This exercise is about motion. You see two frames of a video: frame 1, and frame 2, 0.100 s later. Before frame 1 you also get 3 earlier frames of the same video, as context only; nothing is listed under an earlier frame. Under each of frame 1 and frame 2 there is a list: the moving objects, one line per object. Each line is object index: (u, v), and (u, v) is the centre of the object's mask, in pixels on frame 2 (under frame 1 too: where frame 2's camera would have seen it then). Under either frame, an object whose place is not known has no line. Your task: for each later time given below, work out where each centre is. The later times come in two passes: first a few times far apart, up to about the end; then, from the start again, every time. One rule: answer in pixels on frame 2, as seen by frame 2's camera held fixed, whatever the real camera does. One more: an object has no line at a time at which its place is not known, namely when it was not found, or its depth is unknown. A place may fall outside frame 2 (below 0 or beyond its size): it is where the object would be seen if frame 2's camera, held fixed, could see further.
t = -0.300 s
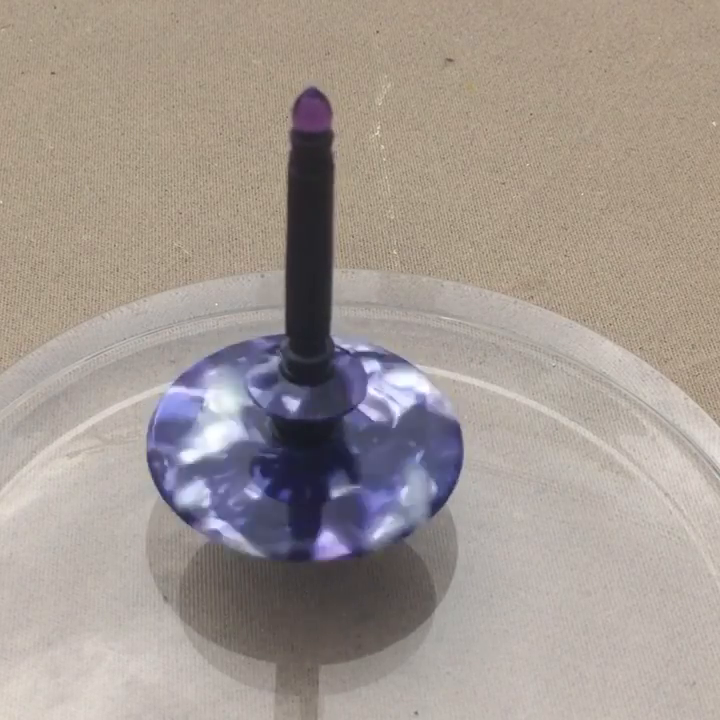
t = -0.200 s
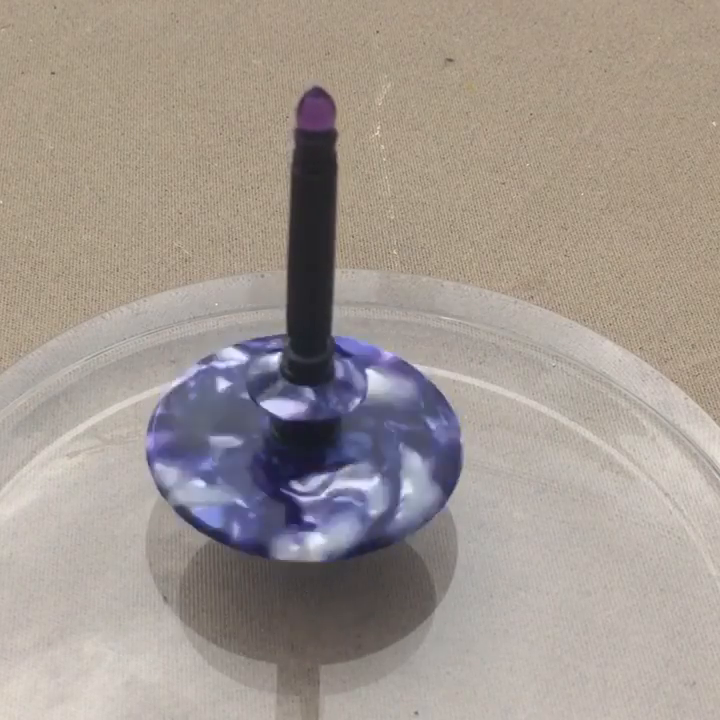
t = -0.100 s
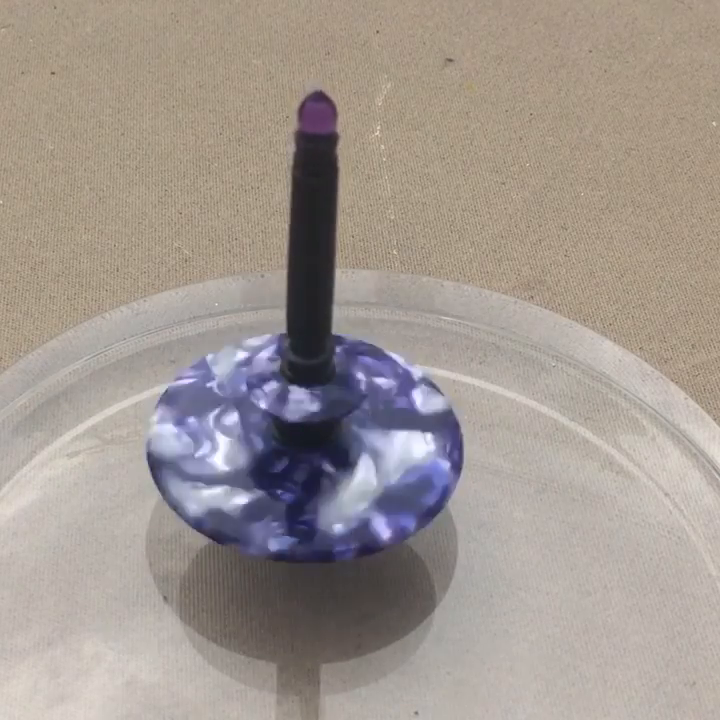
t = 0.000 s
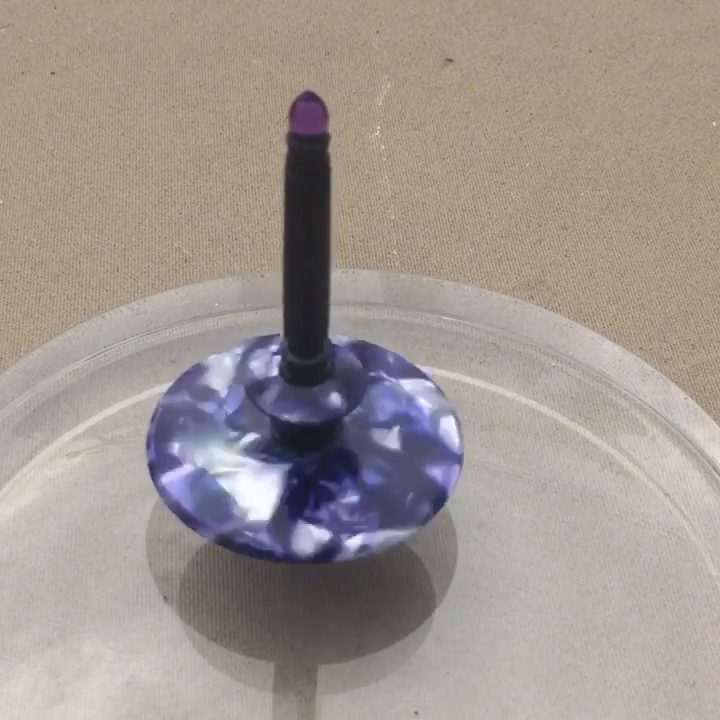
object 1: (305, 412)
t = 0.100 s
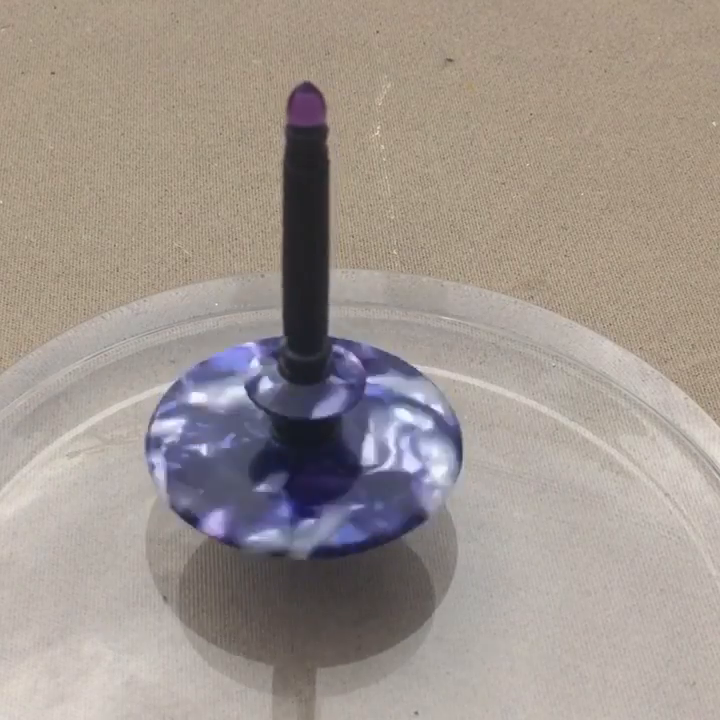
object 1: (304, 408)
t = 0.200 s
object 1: (310, 406)
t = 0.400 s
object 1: (303, 442)
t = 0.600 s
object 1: (316, 405)
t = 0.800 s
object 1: (307, 442)
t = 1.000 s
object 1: (290, 397)
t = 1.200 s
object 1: (301, 428)
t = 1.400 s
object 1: (321, 440)
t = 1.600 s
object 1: (317, 438)
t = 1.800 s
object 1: (287, 424)
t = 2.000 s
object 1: (253, 418)
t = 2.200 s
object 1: (199, 402)
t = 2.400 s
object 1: (136, 413)
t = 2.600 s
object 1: (127, 469)
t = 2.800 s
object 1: (127, 466)
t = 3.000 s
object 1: (144, 407)
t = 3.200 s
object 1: (220, 464)
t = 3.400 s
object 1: (169, 521)
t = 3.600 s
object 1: (158, 518)
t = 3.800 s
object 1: (180, 517)
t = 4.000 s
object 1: (217, 434)
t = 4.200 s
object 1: (135, 413)
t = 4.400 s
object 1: (125, 440)
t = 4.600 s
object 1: (140, 410)
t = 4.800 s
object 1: (220, 444)
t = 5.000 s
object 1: (180, 517)
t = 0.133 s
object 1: (305, 407)
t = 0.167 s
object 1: (306, 406)
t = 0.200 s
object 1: (310, 406)
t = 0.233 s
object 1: (313, 410)
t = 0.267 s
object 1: (316, 415)
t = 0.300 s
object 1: (316, 424)
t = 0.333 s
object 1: (314, 435)
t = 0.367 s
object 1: (311, 443)
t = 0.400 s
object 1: (303, 442)
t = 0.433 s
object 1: (289, 430)
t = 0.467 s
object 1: (282, 412)
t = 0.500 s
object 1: (285, 397)
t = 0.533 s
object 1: (296, 391)
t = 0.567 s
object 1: (308, 393)
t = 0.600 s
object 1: (316, 405)
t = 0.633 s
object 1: (315, 421)
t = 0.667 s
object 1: (311, 434)
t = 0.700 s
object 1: (303, 445)
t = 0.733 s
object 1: (301, 446)
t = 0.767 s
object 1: (304, 444)
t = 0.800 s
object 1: (307, 442)
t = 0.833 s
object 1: (308, 439)
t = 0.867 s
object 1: (305, 436)
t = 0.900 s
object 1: (298, 429)
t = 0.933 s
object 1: (288, 417)
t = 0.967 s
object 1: (285, 404)
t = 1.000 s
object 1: (290, 397)
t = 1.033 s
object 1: (295, 398)
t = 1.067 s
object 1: (300, 398)
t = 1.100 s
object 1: (307, 402)
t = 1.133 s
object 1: (308, 411)
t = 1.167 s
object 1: (305, 421)
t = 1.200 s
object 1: (301, 428)
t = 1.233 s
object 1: (298, 427)
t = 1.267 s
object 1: (299, 430)
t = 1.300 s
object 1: (303, 437)
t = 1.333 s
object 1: (309, 442)
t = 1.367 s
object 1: (315, 443)
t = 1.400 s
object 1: (321, 440)
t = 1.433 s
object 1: (326, 439)
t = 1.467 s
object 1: (327, 442)
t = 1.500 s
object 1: (323, 442)
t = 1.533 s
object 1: (321, 442)
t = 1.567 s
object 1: (319, 440)
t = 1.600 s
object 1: (317, 438)
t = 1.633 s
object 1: (316, 438)
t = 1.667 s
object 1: (307, 435)
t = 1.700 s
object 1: (301, 430)
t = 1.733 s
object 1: (298, 430)
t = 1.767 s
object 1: (291, 426)
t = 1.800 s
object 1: (287, 424)
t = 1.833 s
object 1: (283, 424)
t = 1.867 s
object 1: (278, 424)
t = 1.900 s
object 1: (272, 422)
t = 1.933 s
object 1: (267, 420)
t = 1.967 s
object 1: (260, 420)
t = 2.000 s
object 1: (253, 418)
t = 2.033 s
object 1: (246, 416)
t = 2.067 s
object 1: (238, 413)
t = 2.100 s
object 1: (229, 411)
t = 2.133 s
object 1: (219, 408)
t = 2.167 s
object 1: (209, 405)
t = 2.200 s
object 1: (199, 402)
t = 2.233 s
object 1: (188, 401)
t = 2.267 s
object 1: (177, 401)
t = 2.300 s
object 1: (166, 401)
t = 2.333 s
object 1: (155, 404)
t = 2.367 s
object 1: (145, 407)
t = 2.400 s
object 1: (136, 413)
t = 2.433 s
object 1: (129, 419)
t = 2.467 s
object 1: (124, 429)
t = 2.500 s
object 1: (124, 444)
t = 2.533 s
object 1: (125, 456)
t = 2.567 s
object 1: (126, 464)
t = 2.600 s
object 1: (127, 469)
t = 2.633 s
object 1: (127, 472)
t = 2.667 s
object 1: (127, 474)
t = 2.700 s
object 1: (128, 474)
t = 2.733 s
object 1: (127, 473)
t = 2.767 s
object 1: (127, 470)
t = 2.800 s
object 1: (127, 466)
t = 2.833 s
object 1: (126, 460)
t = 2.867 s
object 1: (125, 450)
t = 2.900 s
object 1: (125, 437)
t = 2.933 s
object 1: (126, 422)
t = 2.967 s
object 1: (133, 414)
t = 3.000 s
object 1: (144, 407)
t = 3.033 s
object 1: (159, 403)
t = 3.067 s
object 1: (177, 404)
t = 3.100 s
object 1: (196, 411)
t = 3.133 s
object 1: (211, 425)
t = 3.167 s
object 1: (219, 444)
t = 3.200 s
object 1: (220, 464)
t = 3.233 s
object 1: (214, 482)
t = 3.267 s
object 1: (204, 497)
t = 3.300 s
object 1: (193, 508)
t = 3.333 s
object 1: (183, 515)
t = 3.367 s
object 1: (175, 519)
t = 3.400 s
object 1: (169, 521)
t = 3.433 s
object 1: (165, 521)
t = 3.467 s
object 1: (162, 520)
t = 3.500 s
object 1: (159, 519)
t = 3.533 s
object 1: (158, 518)
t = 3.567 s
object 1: (157, 518)
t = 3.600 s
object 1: (158, 518)
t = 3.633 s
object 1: (159, 518)
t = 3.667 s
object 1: (161, 519)
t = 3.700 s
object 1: (164, 520)
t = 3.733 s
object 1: (168, 521)
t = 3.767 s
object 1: (173, 520)
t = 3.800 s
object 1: (180, 517)
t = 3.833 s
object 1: (189, 511)
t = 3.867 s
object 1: (199, 502)
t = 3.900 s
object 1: (210, 489)
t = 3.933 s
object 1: (218, 472)
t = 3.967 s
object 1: (221, 453)
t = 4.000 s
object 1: (217, 434)
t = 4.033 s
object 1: (207, 419)
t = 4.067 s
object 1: (191, 408)
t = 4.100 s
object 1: (174, 403)
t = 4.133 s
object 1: (157, 404)
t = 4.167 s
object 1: (144, 407)
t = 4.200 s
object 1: (135, 413)
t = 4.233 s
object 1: (129, 419)
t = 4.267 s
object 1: (125, 426)
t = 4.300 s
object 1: (125, 434)
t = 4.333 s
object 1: (125, 438)
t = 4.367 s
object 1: (125, 440)
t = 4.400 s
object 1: (125, 440)
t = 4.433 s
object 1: (125, 439)
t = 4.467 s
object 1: (125, 436)
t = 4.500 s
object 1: (125, 430)
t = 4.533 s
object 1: (127, 421)
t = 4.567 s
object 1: (132, 415)
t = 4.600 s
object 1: (140, 410)
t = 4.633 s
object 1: (151, 405)
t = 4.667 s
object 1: (165, 403)
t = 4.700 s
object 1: (182, 405)
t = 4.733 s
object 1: (199, 413)
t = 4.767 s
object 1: (213, 426)
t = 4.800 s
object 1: (220, 444)
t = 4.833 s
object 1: (220, 462)
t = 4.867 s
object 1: (215, 479)
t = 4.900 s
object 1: (207, 494)
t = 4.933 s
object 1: (197, 505)
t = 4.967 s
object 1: (187, 512)
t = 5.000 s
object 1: (180, 517)
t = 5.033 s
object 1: (174, 520)
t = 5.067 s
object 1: (171, 521)
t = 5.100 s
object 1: (168, 521)
